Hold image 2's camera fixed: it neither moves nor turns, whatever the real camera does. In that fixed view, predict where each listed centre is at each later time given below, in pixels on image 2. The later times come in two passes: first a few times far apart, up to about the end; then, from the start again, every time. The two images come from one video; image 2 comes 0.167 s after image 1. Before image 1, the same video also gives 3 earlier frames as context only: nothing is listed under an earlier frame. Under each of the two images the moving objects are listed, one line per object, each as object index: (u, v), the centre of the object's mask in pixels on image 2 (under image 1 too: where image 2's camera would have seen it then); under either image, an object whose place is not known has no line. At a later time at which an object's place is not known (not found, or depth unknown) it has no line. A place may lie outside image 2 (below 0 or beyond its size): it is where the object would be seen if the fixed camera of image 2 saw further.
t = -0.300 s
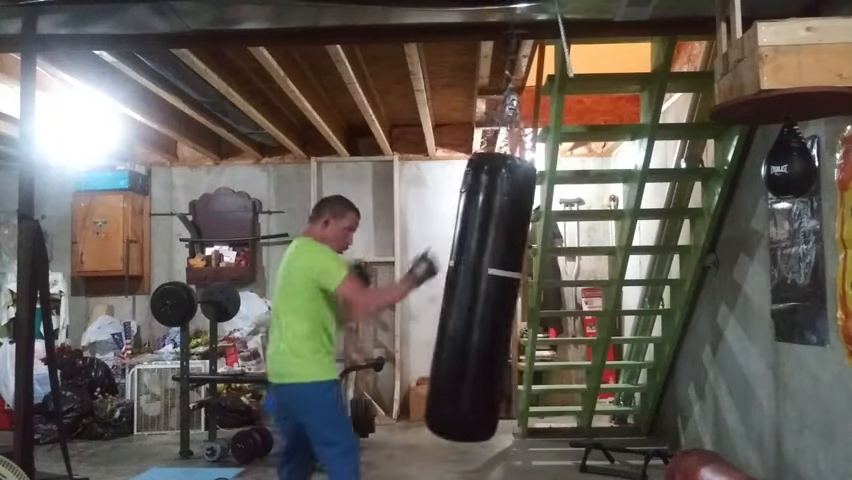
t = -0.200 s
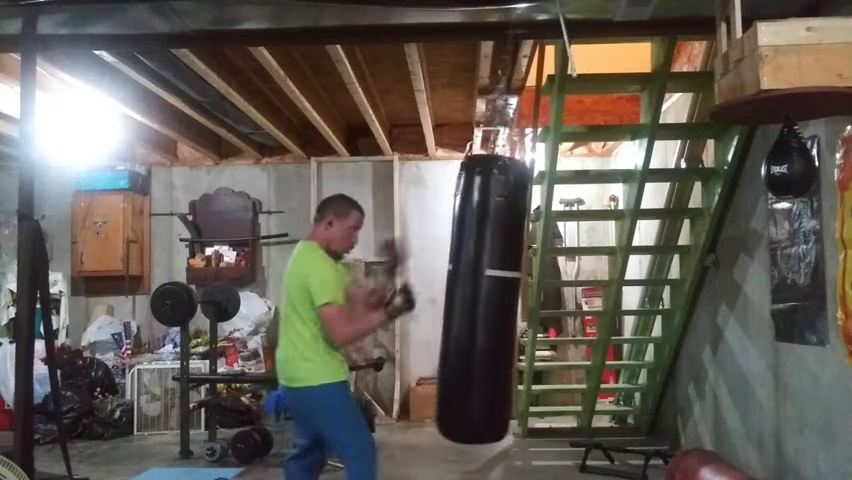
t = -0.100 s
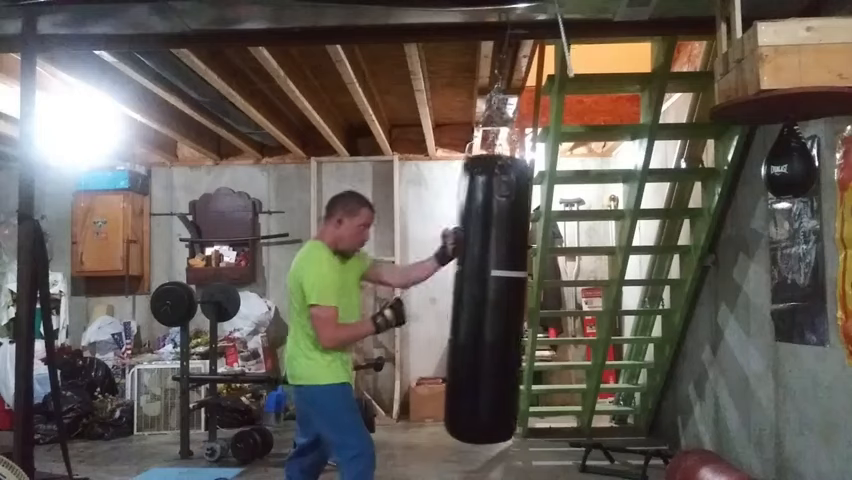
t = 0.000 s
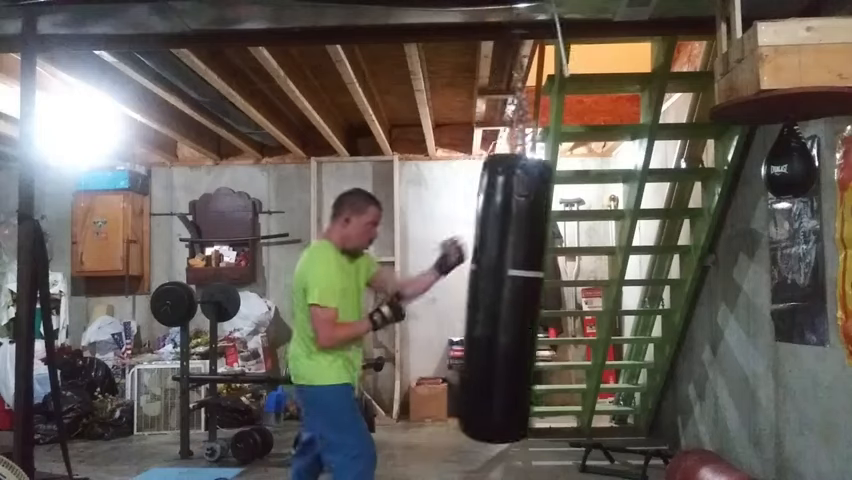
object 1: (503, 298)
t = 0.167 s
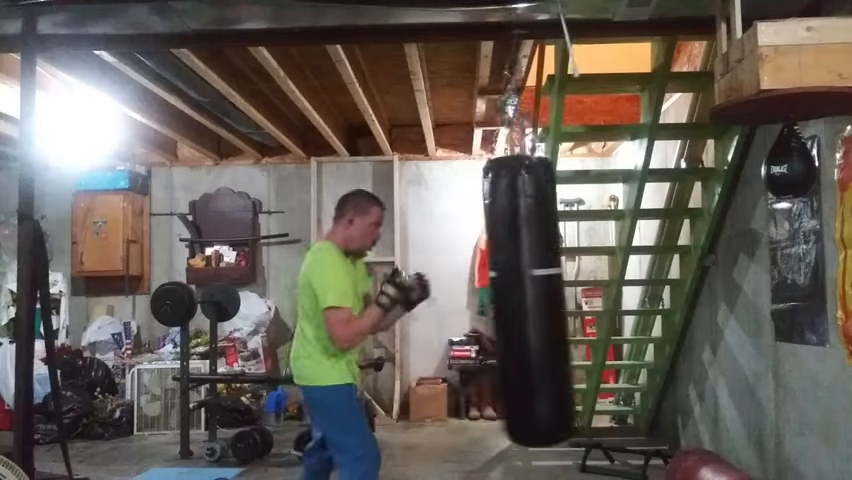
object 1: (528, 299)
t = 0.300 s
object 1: (548, 299)
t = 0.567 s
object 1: (573, 295)
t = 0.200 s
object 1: (533, 299)
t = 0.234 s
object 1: (538, 299)
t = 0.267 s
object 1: (543, 299)
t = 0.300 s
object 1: (548, 299)
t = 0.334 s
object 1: (553, 299)
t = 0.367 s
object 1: (557, 297)
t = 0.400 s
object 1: (561, 297)
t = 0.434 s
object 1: (564, 296)
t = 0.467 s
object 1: (566, 296)
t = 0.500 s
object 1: (569, 296)
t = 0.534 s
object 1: (571, 296)
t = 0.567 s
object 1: (573, 295)
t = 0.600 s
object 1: (574, 295)
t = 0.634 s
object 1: (575, 295)
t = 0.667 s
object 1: (575, 295)
